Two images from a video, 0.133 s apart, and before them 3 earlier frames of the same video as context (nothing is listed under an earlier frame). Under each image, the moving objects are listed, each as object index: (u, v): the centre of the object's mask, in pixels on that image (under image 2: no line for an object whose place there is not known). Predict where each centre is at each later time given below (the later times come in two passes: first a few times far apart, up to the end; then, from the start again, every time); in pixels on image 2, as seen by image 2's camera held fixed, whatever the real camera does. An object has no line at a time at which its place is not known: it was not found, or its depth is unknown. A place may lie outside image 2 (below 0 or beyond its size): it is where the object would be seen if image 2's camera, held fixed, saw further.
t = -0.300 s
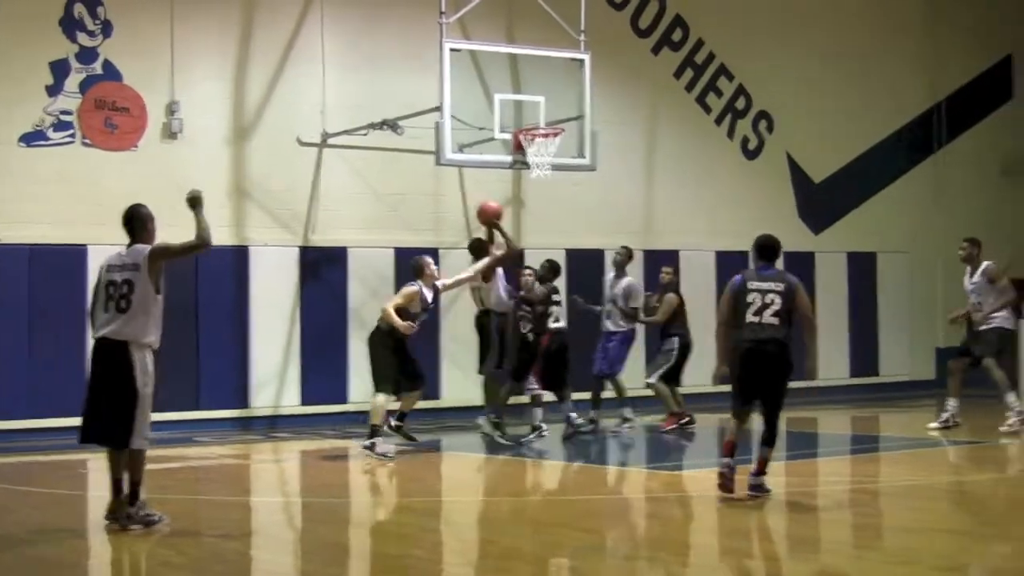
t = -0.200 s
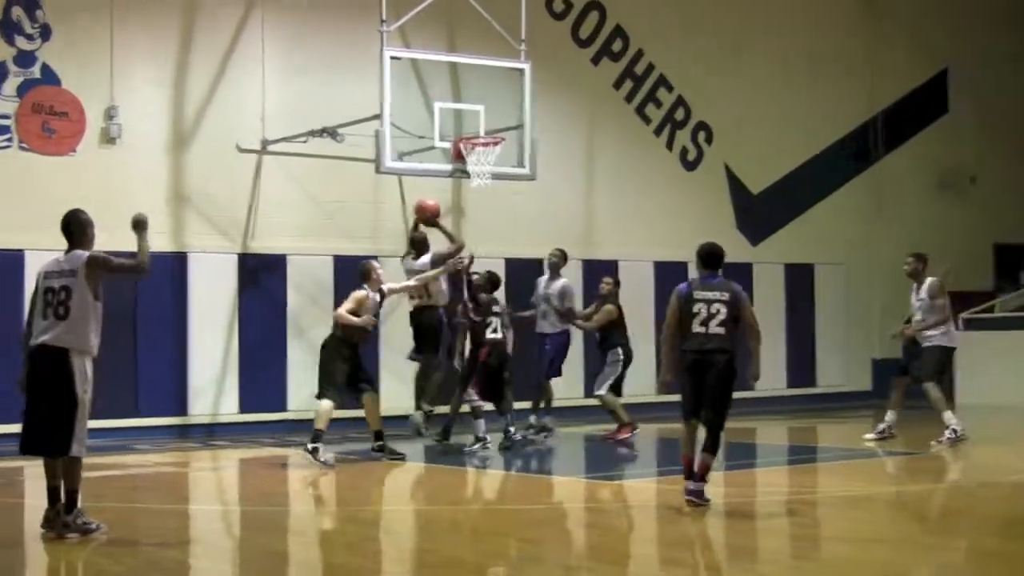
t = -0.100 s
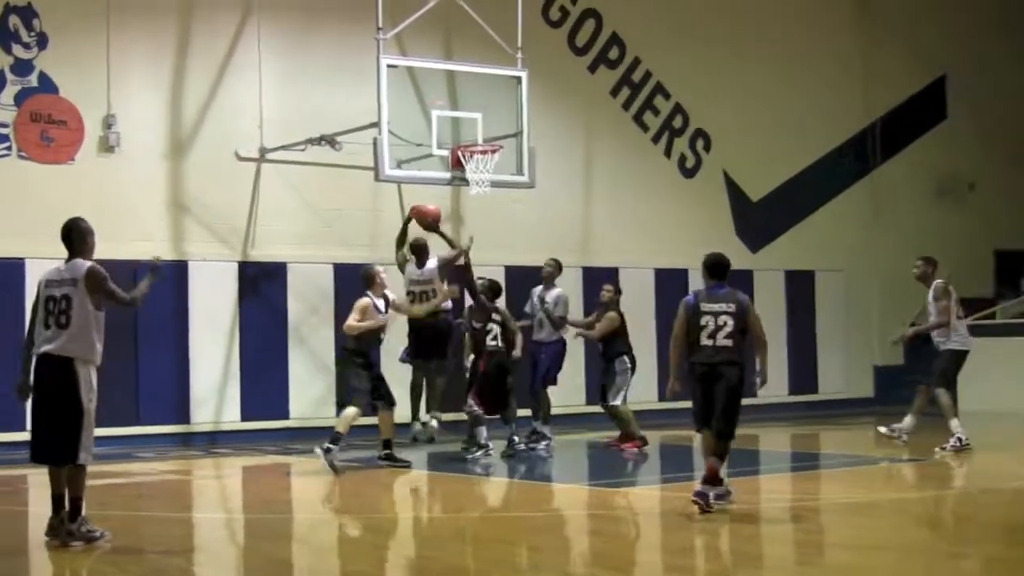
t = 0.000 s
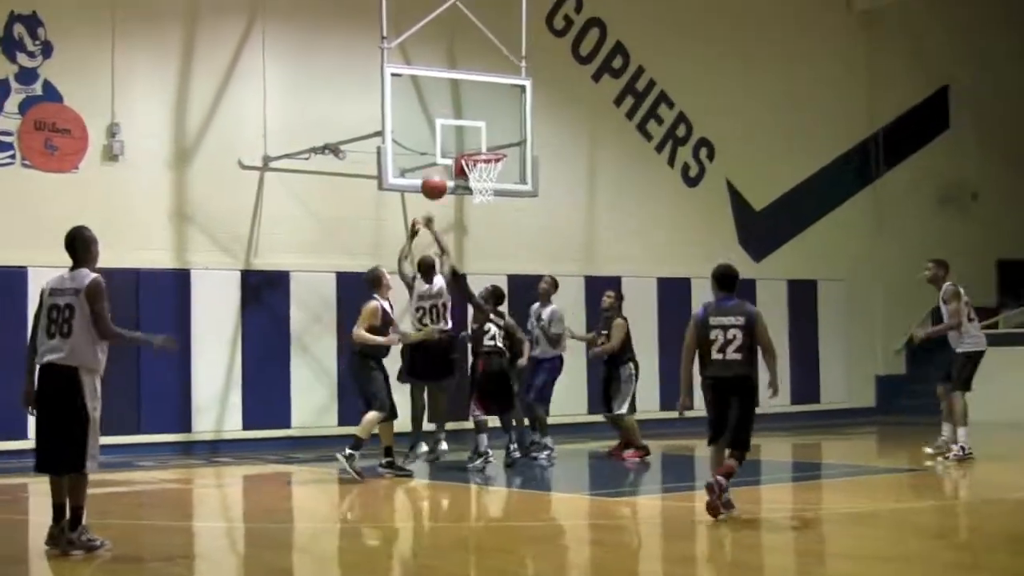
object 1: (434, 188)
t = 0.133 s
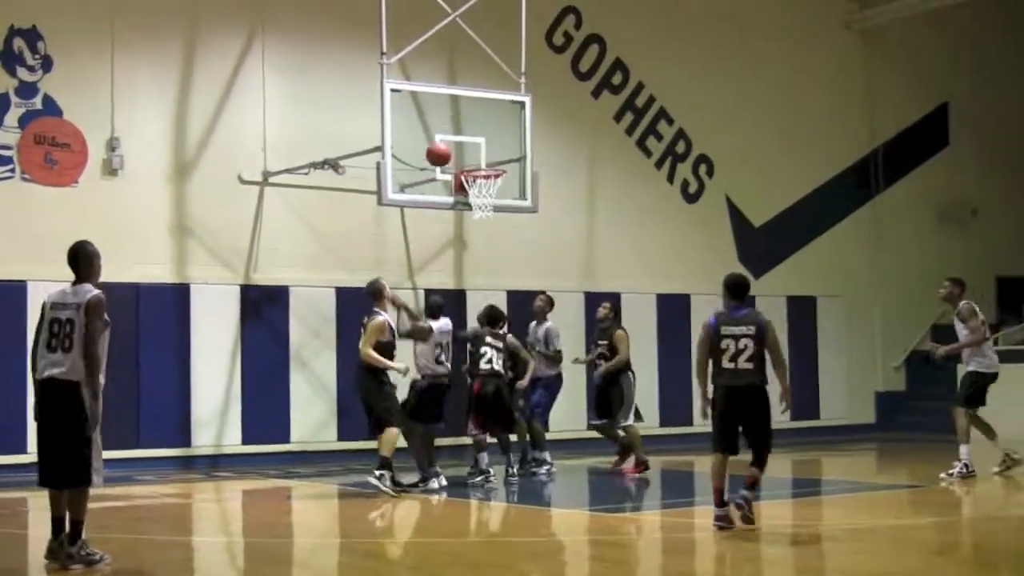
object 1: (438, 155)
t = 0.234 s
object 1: (443, 131)
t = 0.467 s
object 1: (452, 118)
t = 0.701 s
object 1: (477, 147)
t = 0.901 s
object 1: (476, 186)
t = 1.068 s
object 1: (459, 213)
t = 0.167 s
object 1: (440, 146)
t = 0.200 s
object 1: (442, 137)
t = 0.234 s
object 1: (443, 131)
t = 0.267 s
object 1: (444, 125)
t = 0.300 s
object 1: (446, 121)
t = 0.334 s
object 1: (447, 118)
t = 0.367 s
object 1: (448, 116)
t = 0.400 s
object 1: (449, 116)
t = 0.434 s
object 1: (450, 116)
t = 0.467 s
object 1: (452, 118)
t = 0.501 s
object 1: (453, 120)
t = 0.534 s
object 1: (454, 123)
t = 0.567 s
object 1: (455, 128)
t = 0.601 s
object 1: (459, 132)
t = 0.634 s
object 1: (465, 135)
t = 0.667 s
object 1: (471, 141)
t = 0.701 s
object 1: (477, 147)
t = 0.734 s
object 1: (483, 155)
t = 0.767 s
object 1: (490, 161)
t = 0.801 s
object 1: (494, 171)
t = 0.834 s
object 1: (489, 176)
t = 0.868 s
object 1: (482, 180)
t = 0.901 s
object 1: (476, 186)
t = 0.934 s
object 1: (472, 192)
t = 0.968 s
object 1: (466, 201)
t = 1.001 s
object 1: (464, 204)
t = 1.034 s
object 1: (461, 207)
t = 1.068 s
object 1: (459, 213)
